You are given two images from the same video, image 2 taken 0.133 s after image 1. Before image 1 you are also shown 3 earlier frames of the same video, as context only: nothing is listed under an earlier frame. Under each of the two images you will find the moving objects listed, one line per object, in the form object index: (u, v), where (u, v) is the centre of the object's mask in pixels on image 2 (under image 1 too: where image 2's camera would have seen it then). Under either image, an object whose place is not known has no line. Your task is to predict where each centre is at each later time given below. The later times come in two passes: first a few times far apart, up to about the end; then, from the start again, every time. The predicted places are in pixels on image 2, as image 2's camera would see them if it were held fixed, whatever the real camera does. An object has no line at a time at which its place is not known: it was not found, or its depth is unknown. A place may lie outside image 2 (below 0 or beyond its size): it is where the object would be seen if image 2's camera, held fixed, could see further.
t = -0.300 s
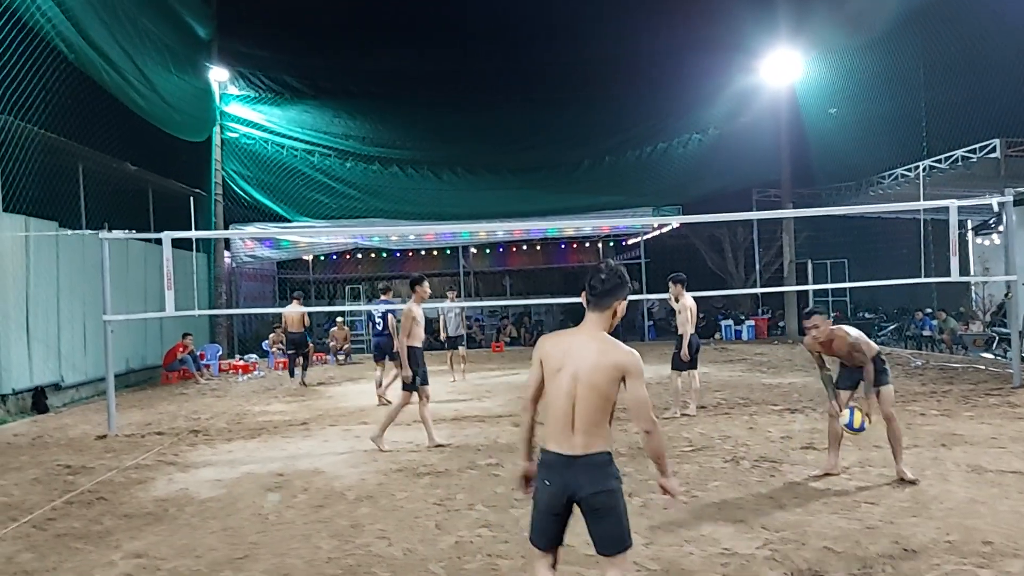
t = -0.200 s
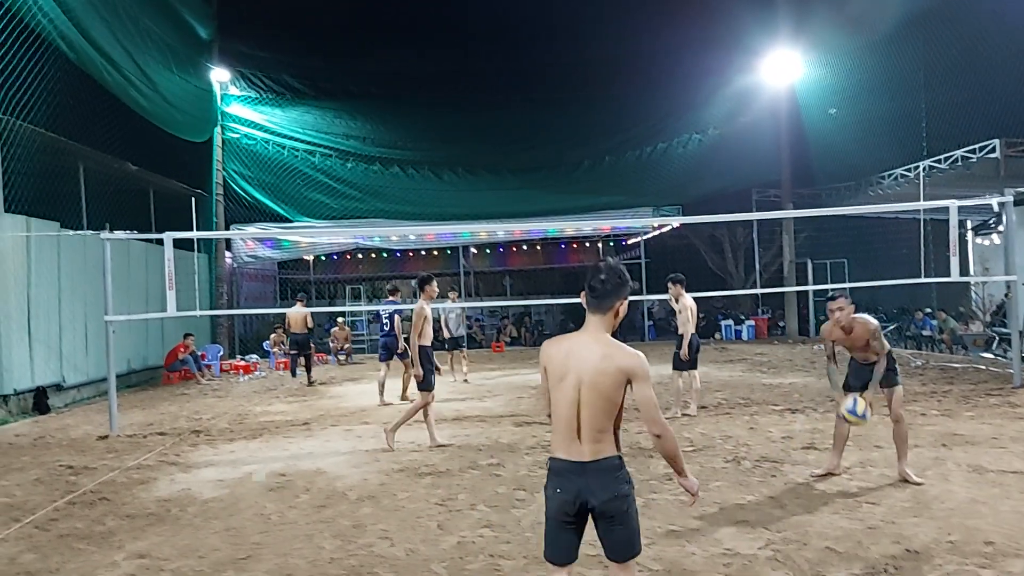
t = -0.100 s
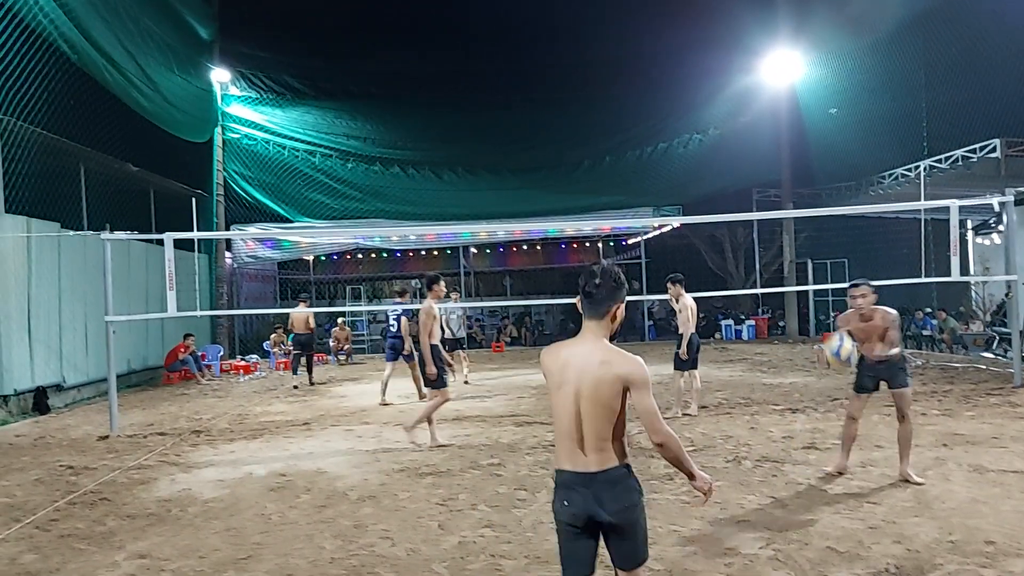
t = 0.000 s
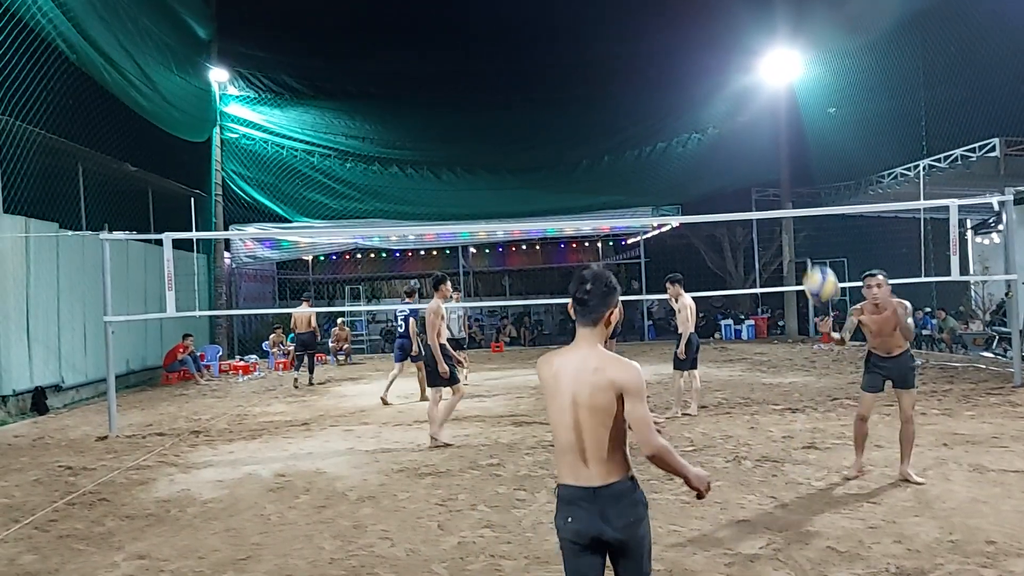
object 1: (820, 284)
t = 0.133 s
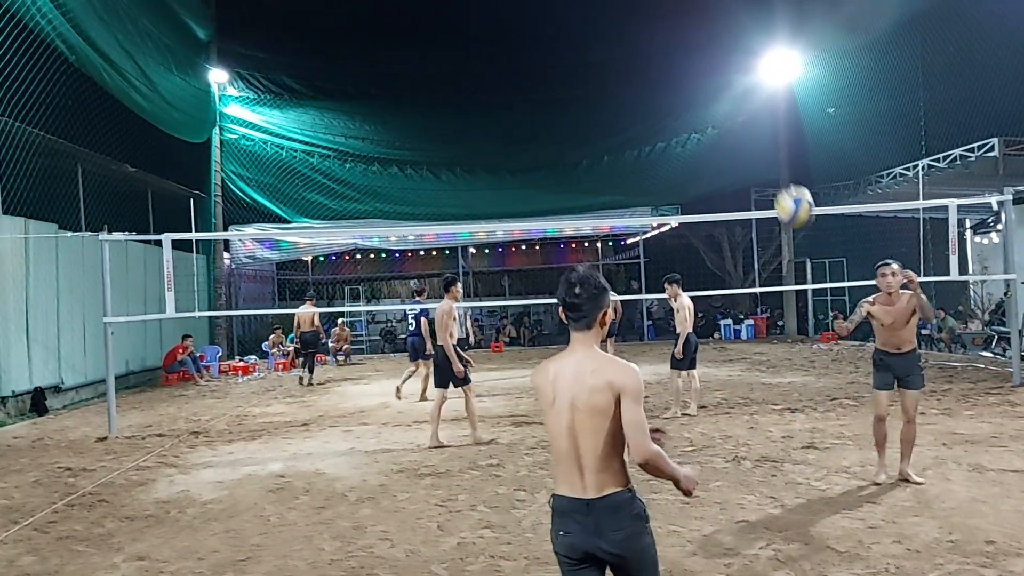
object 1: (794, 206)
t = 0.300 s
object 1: (757, 128)
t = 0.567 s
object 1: (670, 94)
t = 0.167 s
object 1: (787, 188)
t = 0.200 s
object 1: (780, 172)
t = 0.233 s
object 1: (774, 157)
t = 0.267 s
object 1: (765, 142)
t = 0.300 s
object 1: (757, 128)
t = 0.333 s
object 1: (749, 117)
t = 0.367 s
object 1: (739, 106)
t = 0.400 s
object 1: (729, 98)
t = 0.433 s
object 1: (718, 92)
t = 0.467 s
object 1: (707, 89)
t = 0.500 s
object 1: (695, 87)
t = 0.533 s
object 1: (683, 89)
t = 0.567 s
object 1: (670, 94)
